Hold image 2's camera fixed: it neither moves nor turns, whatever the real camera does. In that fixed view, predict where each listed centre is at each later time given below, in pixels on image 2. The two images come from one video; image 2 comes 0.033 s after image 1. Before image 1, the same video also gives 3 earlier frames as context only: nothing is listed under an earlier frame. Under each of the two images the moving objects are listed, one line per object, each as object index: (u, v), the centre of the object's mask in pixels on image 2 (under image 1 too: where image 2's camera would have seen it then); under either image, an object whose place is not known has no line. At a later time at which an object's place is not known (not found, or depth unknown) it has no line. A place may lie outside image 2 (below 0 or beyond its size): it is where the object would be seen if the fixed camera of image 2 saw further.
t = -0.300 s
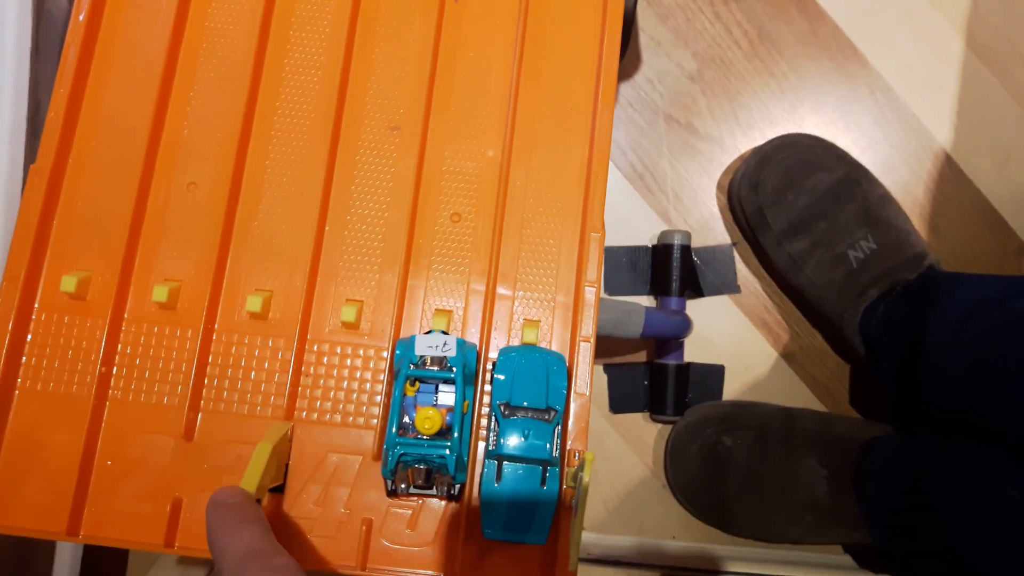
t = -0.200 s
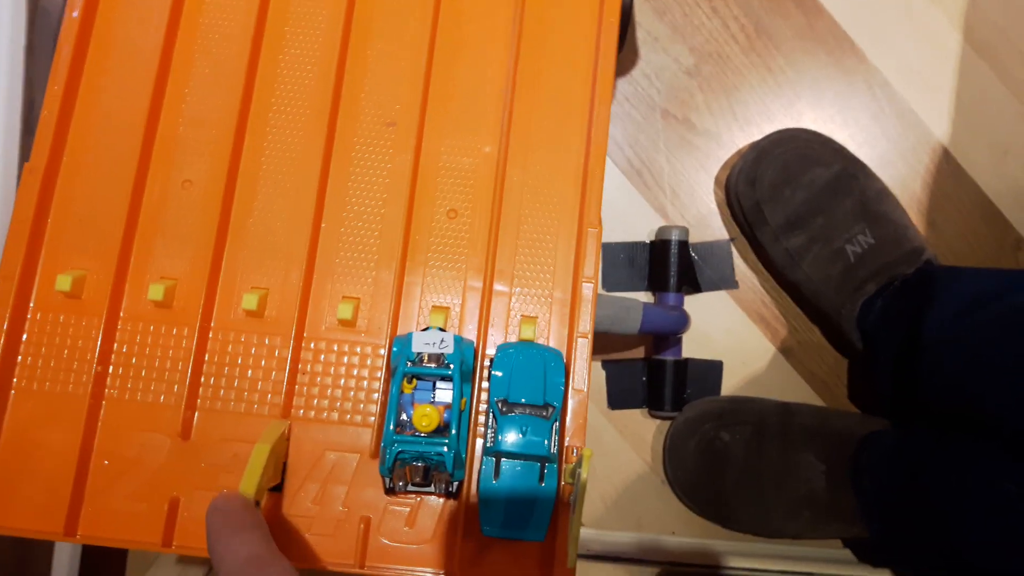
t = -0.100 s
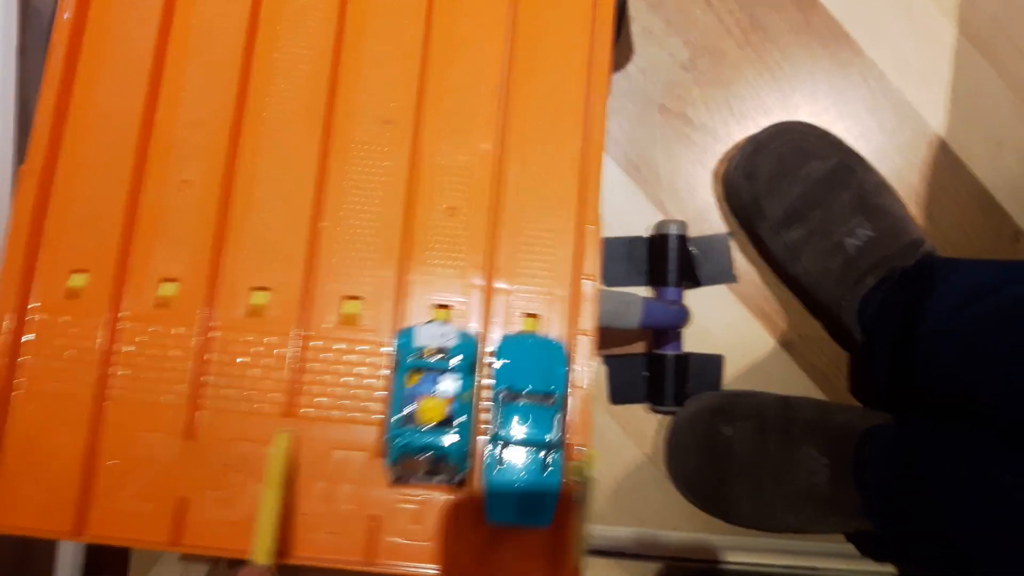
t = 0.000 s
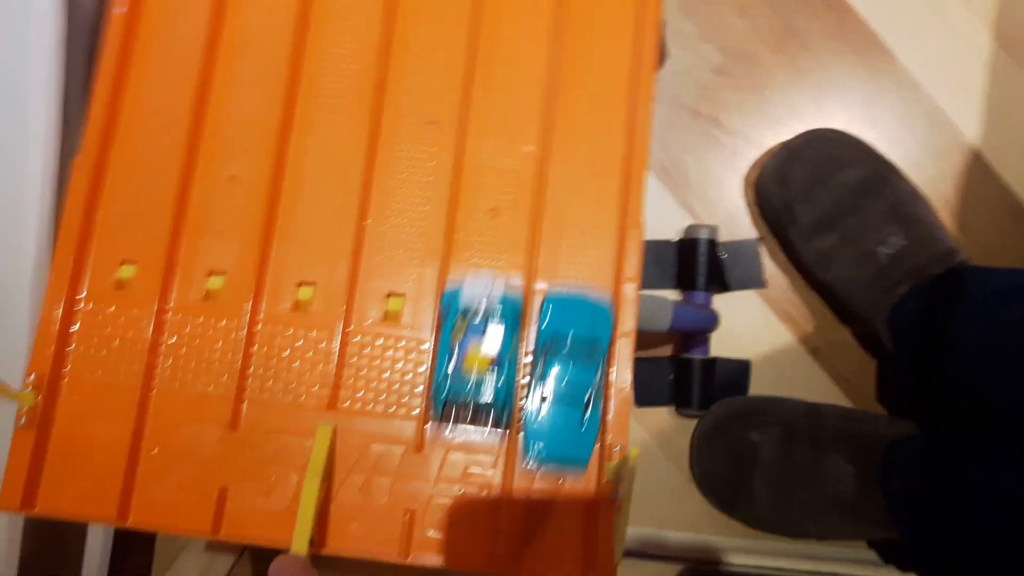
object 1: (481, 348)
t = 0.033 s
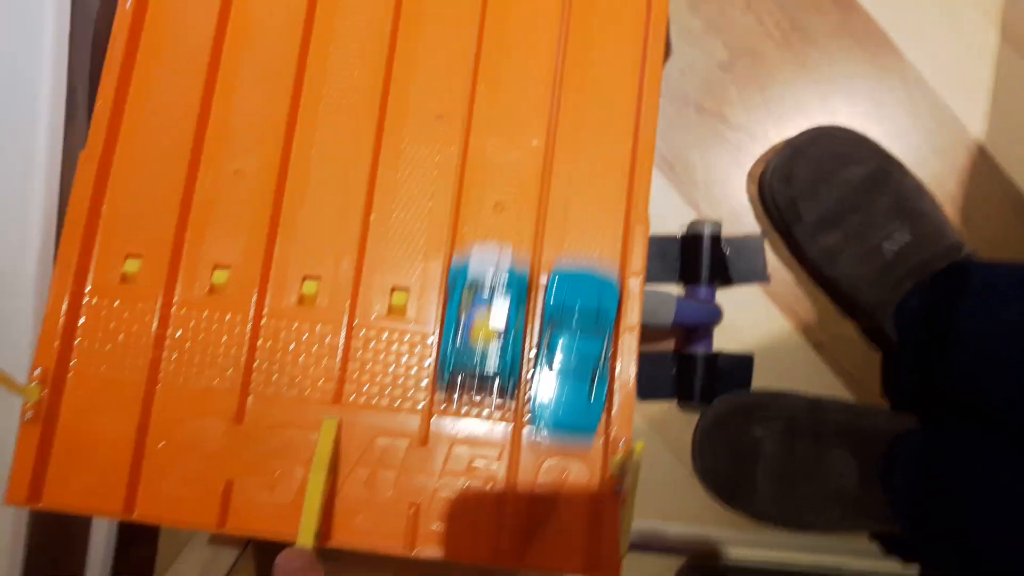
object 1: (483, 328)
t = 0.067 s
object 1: (486, 302)
